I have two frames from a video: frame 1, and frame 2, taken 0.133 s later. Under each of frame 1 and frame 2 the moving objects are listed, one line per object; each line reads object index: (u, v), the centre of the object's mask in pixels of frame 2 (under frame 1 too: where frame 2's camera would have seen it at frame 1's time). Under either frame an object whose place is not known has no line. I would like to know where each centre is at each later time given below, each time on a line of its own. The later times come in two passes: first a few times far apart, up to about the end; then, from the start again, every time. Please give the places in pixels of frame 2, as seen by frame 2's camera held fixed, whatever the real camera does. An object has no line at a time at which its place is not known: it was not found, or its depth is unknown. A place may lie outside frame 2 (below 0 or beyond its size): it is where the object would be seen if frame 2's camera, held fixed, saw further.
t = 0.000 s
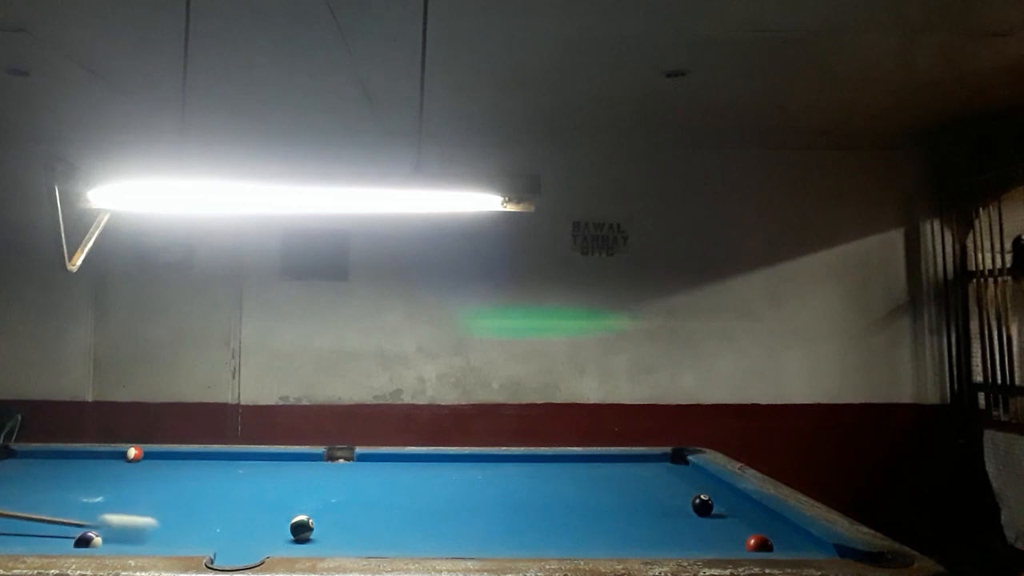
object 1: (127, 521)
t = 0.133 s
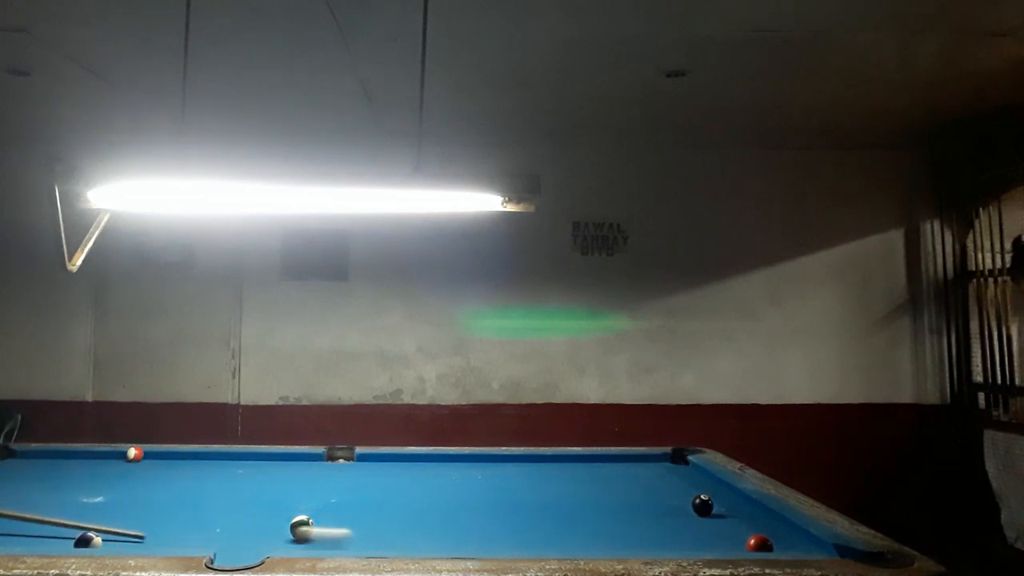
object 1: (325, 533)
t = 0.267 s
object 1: (516, 543)
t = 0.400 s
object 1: (675, 544)
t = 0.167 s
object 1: (372, 536)
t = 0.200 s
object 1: (419, 538)
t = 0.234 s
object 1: (468, 541)
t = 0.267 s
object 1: (516, 543)
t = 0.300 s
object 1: (562, 545)
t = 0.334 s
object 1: (604, 546)
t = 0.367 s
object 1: (640, 545)
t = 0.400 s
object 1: (675, 544)
